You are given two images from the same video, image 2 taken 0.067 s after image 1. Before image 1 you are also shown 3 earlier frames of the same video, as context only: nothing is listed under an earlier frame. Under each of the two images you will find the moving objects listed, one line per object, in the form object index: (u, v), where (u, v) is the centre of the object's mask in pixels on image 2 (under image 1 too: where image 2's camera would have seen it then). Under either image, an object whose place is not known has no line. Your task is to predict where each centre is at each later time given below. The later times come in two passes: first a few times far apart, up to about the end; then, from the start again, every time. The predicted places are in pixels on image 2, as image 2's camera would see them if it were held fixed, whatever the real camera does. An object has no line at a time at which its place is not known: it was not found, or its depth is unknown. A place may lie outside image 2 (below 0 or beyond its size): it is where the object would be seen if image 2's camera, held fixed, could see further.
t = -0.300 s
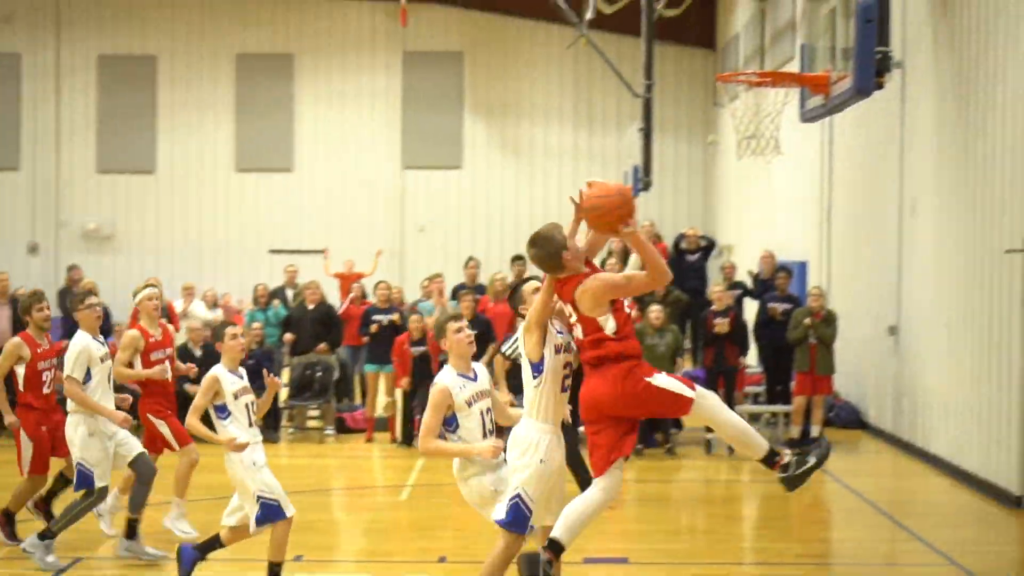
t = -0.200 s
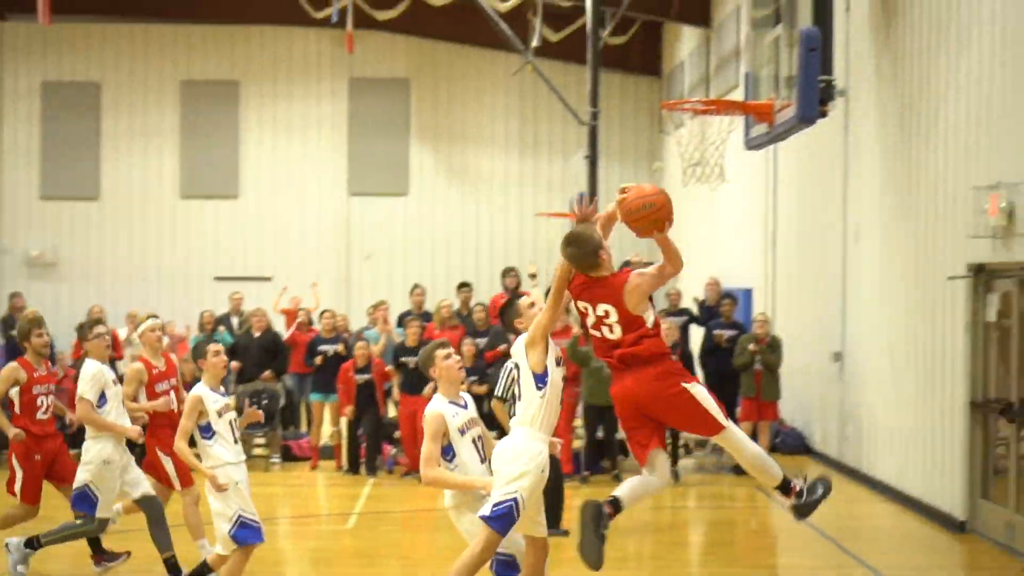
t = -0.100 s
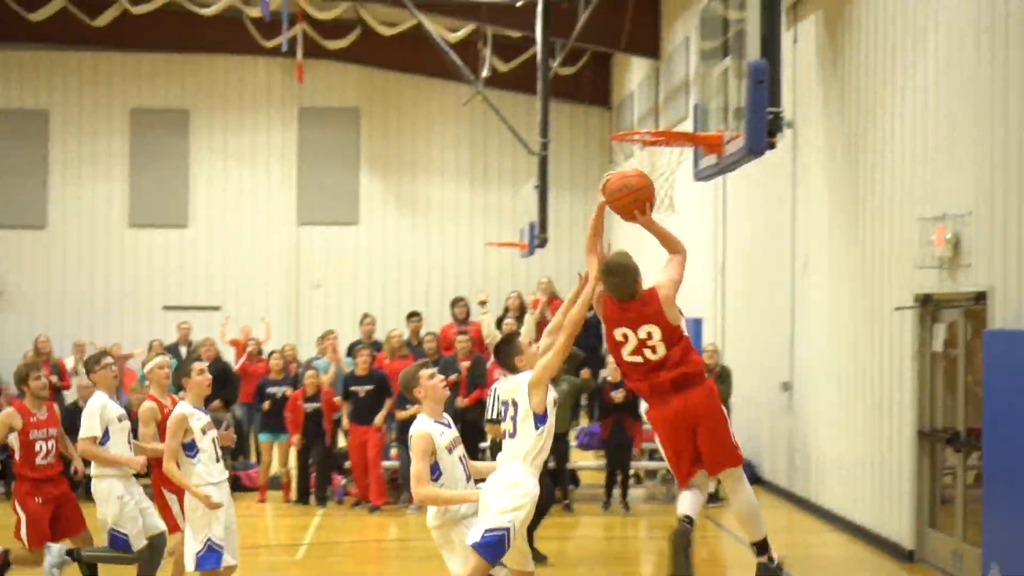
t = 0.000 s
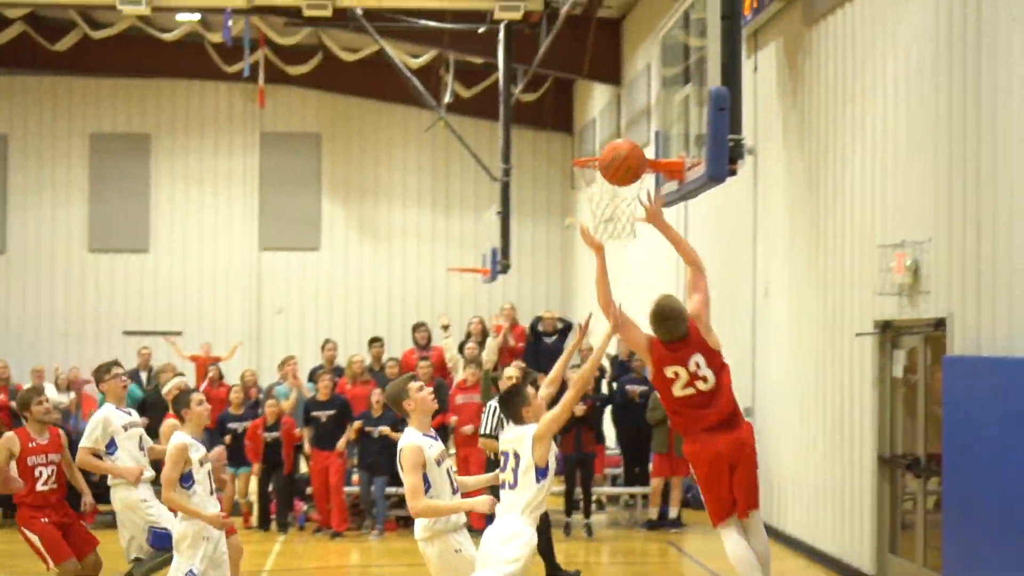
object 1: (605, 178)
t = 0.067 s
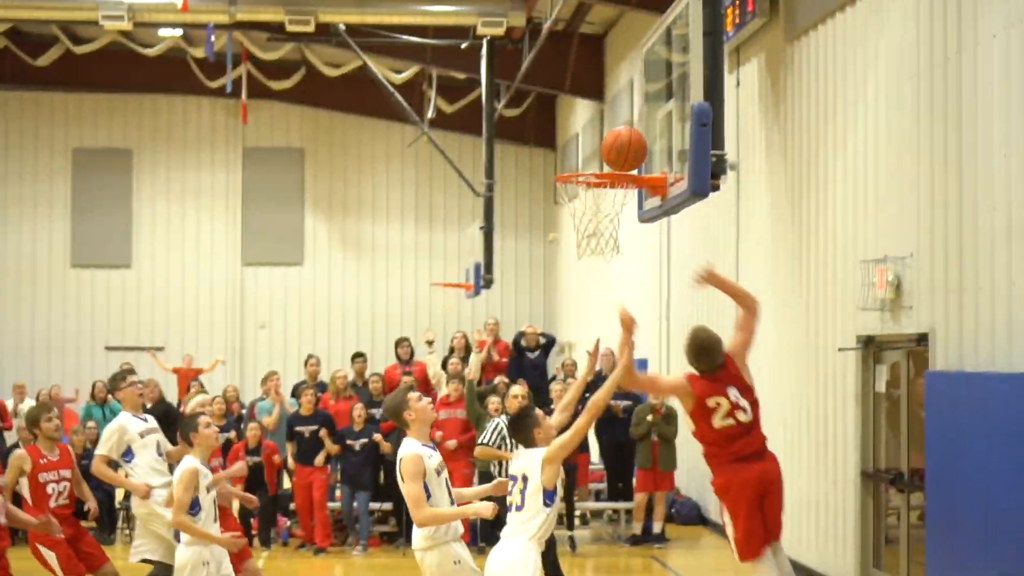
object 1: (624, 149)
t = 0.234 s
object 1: (647, 121)
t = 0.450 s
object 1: (578, 163)
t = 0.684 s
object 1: (628, 219)
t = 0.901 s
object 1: (636, 270)
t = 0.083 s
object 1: (629, 143)
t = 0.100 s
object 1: (633, 138)
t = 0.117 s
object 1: (638, 134)
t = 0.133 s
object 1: (642, 130)
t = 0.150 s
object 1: (646, 126)
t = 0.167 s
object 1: (651, 124)
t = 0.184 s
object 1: (655, 121)
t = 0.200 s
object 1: (658, 120)
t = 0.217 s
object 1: (652, 120)
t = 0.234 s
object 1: (647, 121)
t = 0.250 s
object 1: (641, 122)
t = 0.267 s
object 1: (635, 124)
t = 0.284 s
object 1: (630, 126)
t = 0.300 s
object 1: (624, 129)
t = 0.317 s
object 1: (618, 132)
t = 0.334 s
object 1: (612, 136)
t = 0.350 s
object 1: (607, 140)
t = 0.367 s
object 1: (602, 144)
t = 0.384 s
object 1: (596, 149)
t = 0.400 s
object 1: (591, 154)
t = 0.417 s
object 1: (585, 157)
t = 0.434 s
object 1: (579, 161)
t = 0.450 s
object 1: (578, 163)
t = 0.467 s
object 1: (581, 173)
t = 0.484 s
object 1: (587, 179)
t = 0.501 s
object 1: (591, 183)
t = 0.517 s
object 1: (595, 187)
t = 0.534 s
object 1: (599, 194)
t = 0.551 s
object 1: (605, 197)
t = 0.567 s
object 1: (609, 201)
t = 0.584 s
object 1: (613, 206)
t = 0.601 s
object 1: (617, 209)
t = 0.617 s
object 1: (620, 212)
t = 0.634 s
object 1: (622, 215)
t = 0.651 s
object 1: (625, 217)
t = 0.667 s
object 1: (627, 218)
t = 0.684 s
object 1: (628, 219)
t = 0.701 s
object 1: (629, 220)
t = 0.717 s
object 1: (629, 222)
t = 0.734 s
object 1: (630, 224)
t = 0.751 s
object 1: (631, 227)
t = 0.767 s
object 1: (631, 229)
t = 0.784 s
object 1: (632, 234)
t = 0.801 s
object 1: (632, 239)
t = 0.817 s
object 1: (633, 242)
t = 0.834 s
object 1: (633, 247)
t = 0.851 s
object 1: (634, 252)
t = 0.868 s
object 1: (634, 258)
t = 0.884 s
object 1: (635, 264)
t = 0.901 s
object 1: (636, 270)
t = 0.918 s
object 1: (636, 278)
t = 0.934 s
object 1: (637, 285)
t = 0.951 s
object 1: (637, 293)
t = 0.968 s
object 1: (638, 302)
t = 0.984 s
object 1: (638, 311)
